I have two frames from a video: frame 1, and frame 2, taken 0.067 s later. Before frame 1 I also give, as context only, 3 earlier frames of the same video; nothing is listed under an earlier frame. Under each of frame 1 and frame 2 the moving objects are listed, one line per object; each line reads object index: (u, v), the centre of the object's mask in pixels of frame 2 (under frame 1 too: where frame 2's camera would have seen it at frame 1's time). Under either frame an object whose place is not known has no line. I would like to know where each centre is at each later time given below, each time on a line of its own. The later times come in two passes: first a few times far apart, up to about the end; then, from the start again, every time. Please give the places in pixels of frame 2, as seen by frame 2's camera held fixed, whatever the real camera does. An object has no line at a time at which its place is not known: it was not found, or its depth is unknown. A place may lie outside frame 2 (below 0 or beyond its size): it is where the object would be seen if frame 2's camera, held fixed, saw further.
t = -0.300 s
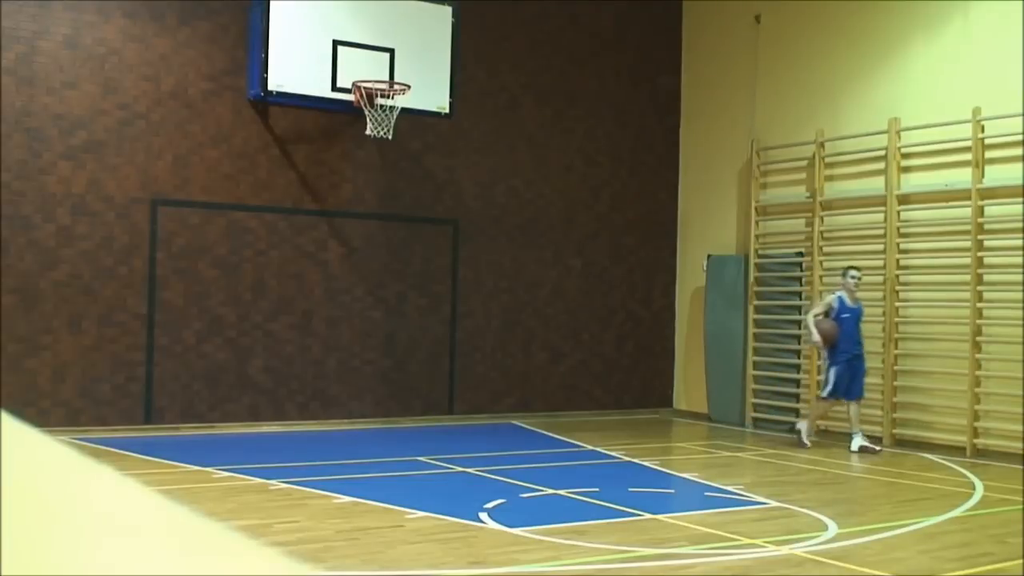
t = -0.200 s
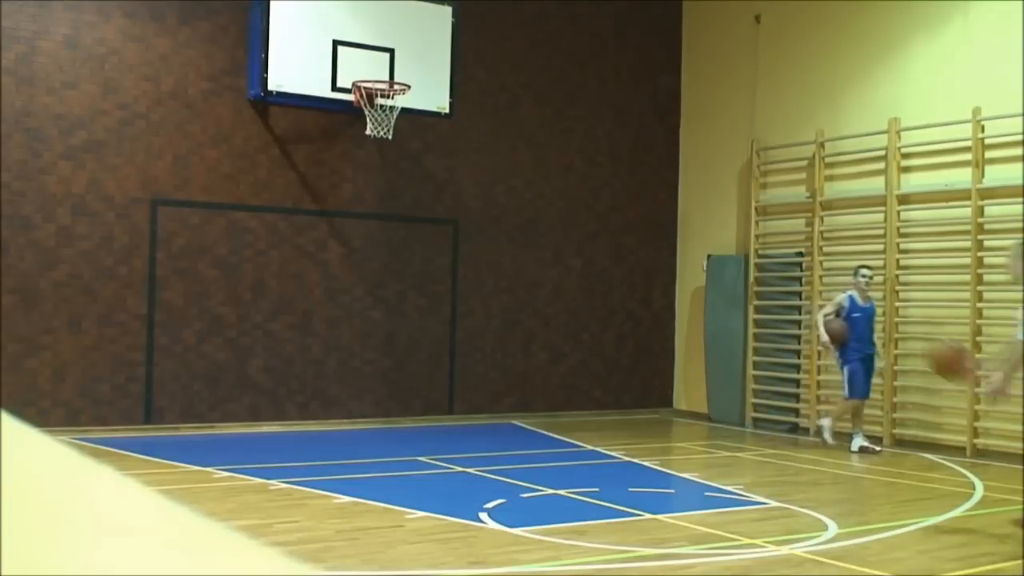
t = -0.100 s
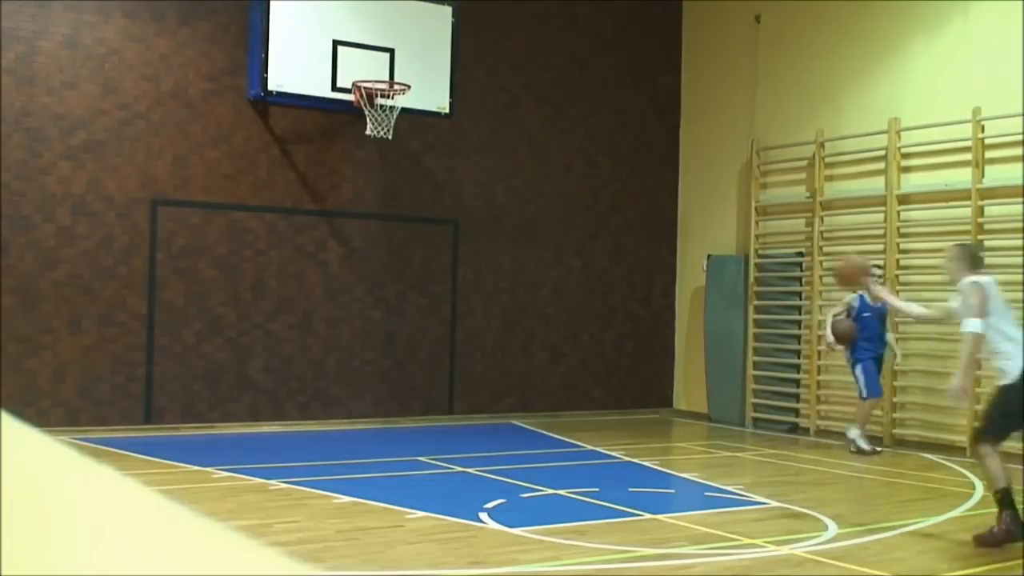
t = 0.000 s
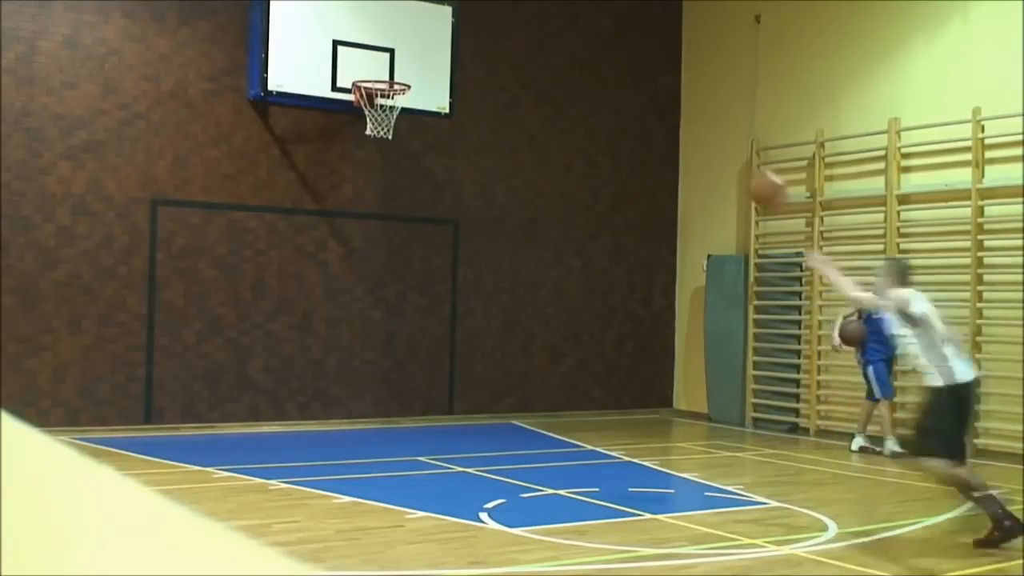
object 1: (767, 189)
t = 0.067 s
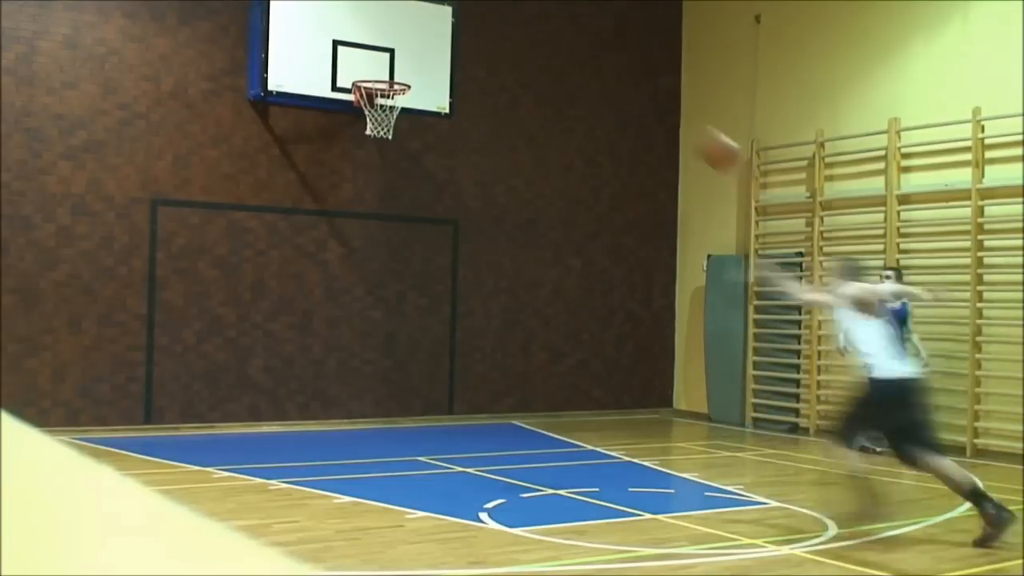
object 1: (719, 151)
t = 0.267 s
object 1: (585, 79)
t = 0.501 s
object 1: (461, 71)
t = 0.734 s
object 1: (434, 82)
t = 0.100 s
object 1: (694, 133)
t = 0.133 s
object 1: (670, 118)
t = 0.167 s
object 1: (648, 106)
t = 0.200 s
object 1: (626, 95)
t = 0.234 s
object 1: (606, 86)
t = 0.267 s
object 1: (585, 79)
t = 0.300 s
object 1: (565, 74)
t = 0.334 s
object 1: (546, 69)
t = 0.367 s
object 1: (527, 67)
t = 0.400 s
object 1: (509, 66)
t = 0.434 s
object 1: (493, 66)
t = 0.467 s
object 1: (477, 68)
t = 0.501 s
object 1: (461, 71)
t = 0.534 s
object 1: (444, 76)
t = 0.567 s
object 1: (430, 81)
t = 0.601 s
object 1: (418, 85)
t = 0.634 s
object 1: (422, 83)
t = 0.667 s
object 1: (425, 81)
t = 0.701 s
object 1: (430, 81)
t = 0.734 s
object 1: (434, 82)
